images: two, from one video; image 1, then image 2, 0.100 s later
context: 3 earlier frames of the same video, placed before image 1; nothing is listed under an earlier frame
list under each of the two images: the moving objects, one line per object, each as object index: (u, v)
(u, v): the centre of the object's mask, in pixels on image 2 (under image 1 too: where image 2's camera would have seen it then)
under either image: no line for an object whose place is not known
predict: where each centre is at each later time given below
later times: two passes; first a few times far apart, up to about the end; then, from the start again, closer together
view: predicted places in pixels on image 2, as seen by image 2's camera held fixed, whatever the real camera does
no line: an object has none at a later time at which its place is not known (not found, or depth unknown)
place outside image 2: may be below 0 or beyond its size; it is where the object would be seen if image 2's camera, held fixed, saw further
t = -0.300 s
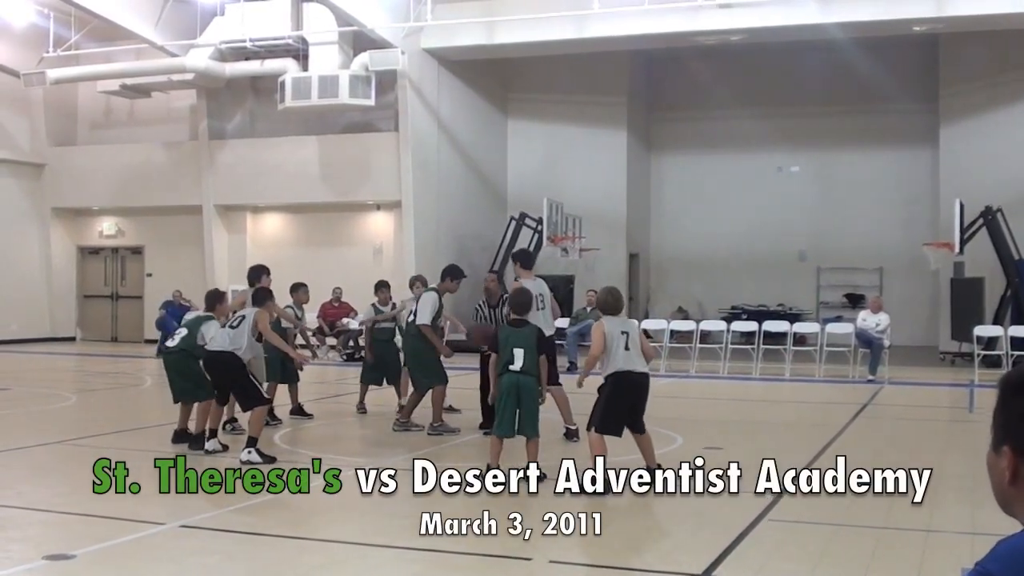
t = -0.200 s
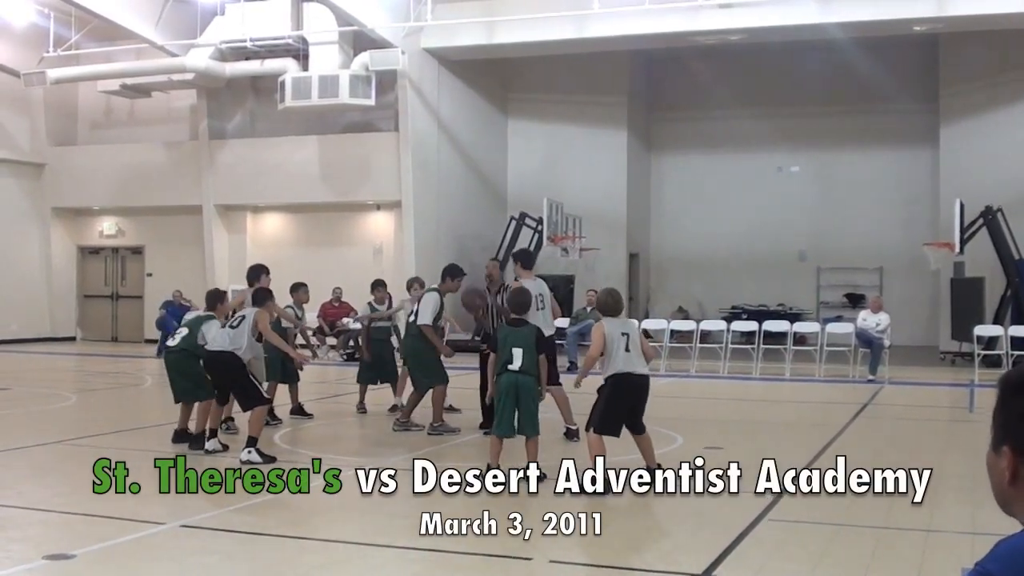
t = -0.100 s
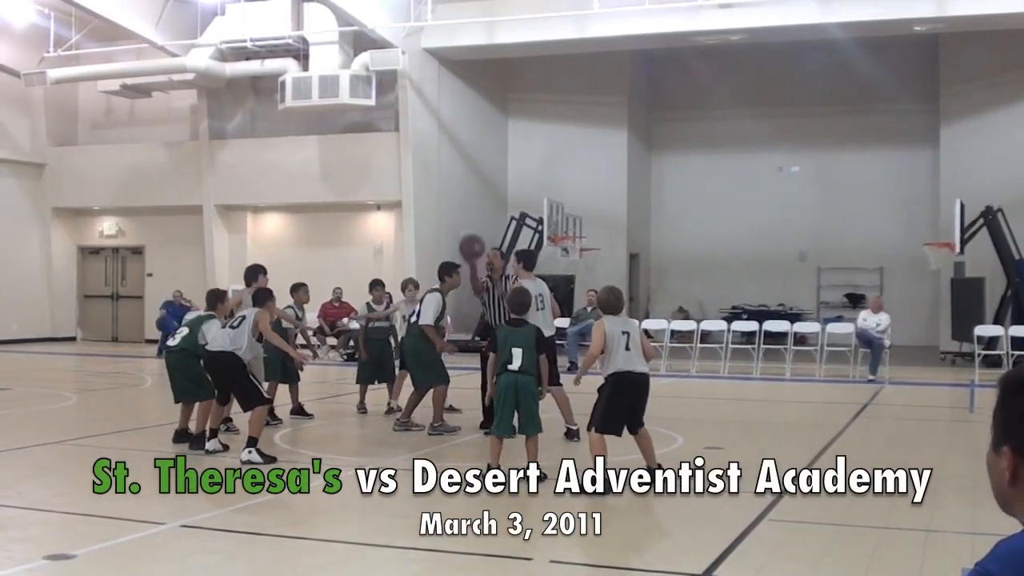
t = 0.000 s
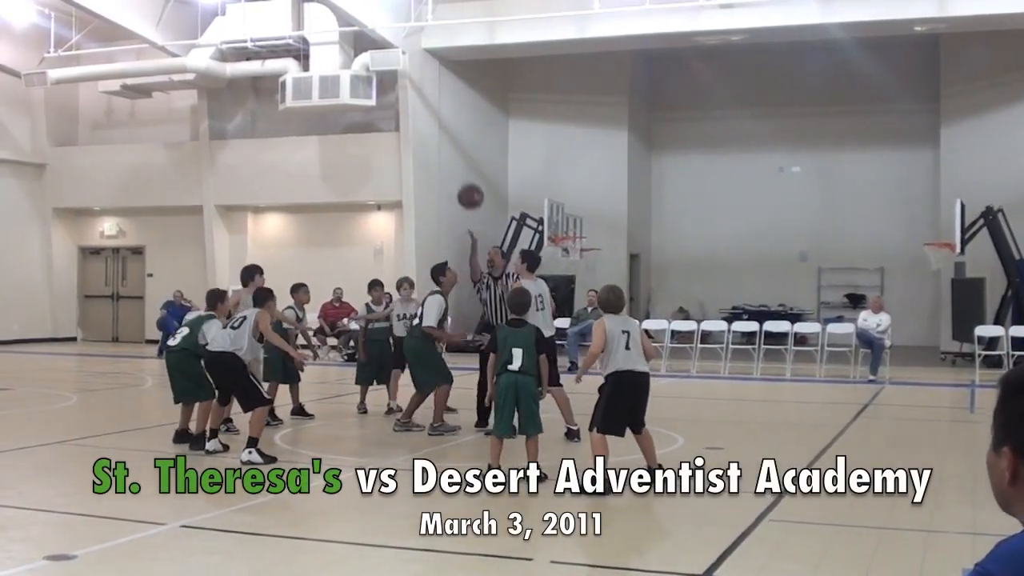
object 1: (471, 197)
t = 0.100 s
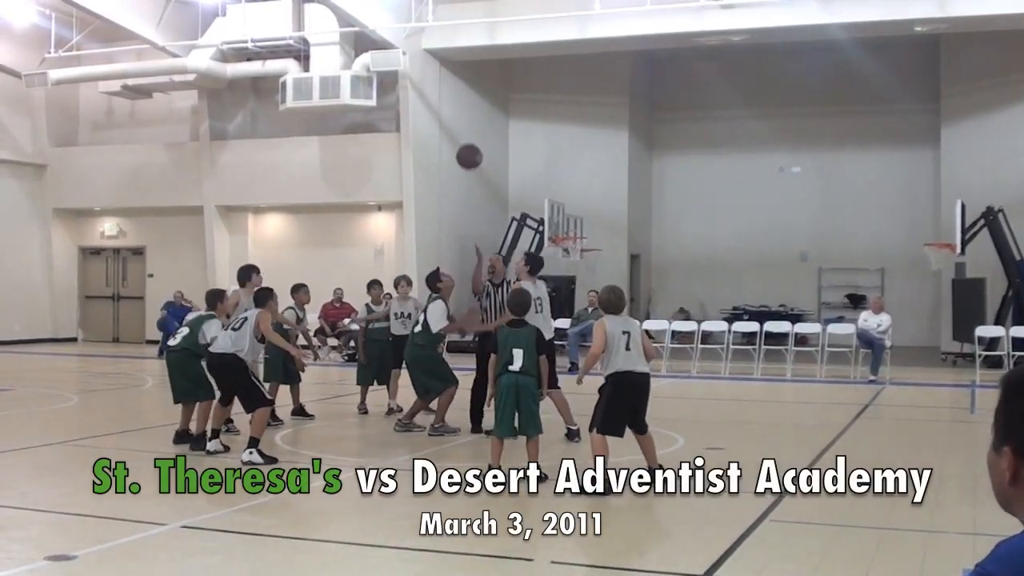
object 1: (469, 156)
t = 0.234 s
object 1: (467, 119)
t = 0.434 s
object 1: (463, 99)
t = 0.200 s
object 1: (467, 127)
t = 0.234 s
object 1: (467, 119)
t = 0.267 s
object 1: (466, 113)
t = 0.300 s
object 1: (465, 108)
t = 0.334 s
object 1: (465, 104)
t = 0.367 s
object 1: (464, 101)
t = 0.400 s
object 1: (463, 100)
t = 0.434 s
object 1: (463, 99)
